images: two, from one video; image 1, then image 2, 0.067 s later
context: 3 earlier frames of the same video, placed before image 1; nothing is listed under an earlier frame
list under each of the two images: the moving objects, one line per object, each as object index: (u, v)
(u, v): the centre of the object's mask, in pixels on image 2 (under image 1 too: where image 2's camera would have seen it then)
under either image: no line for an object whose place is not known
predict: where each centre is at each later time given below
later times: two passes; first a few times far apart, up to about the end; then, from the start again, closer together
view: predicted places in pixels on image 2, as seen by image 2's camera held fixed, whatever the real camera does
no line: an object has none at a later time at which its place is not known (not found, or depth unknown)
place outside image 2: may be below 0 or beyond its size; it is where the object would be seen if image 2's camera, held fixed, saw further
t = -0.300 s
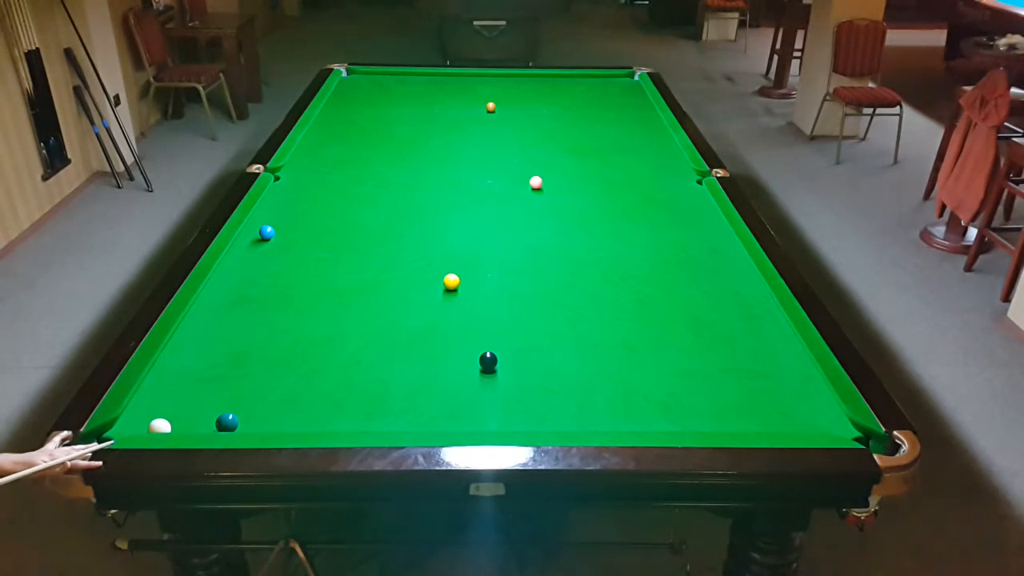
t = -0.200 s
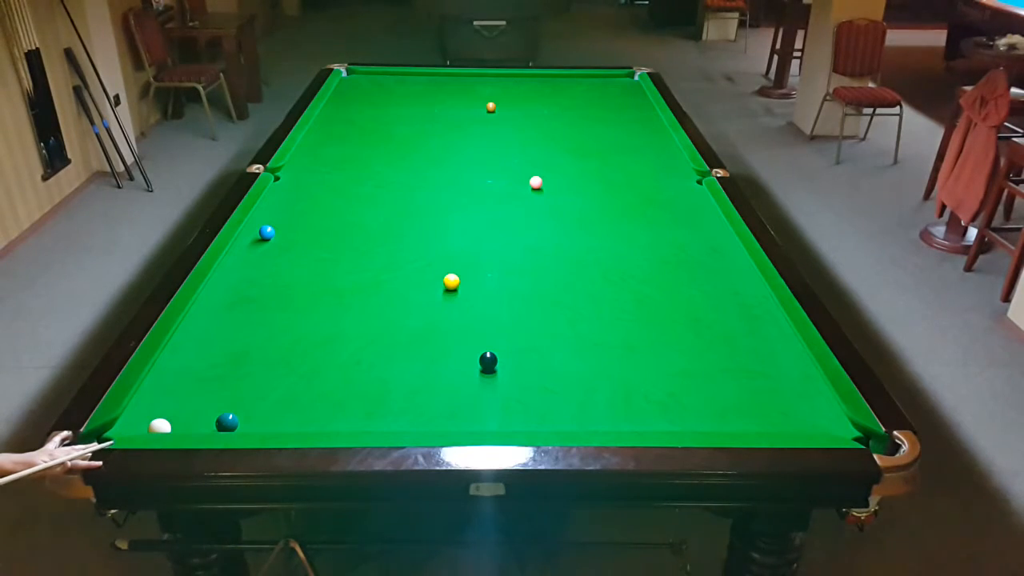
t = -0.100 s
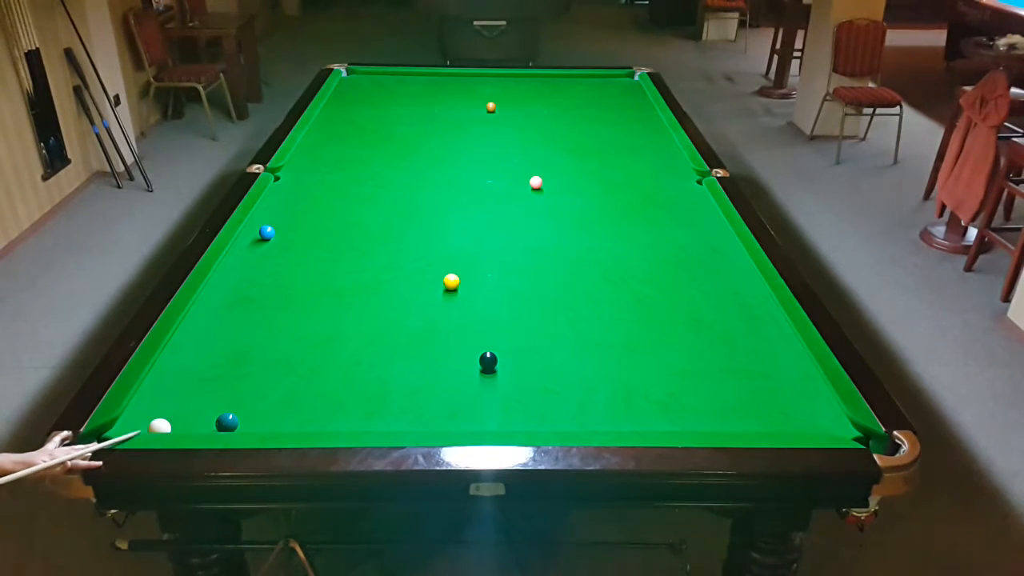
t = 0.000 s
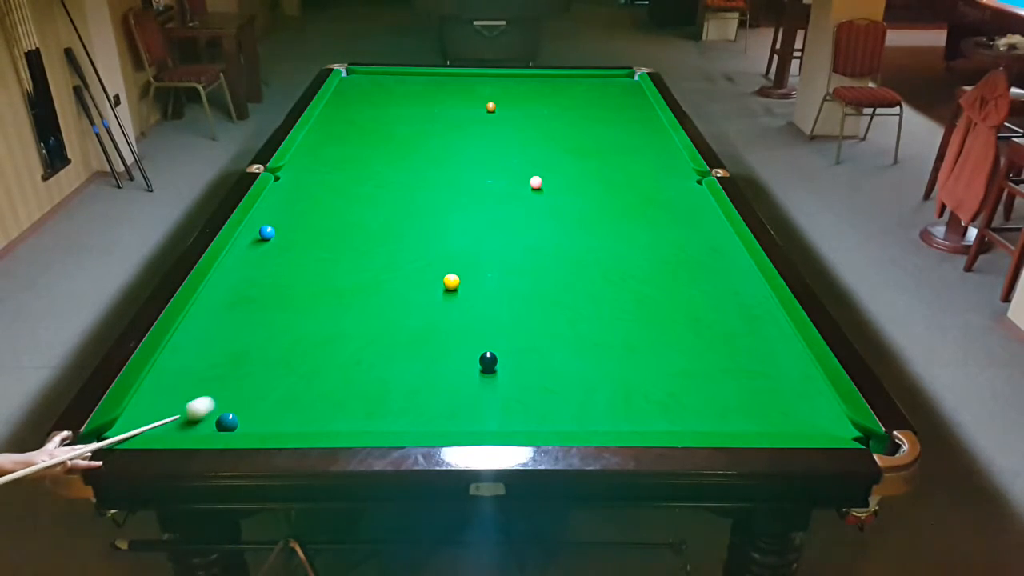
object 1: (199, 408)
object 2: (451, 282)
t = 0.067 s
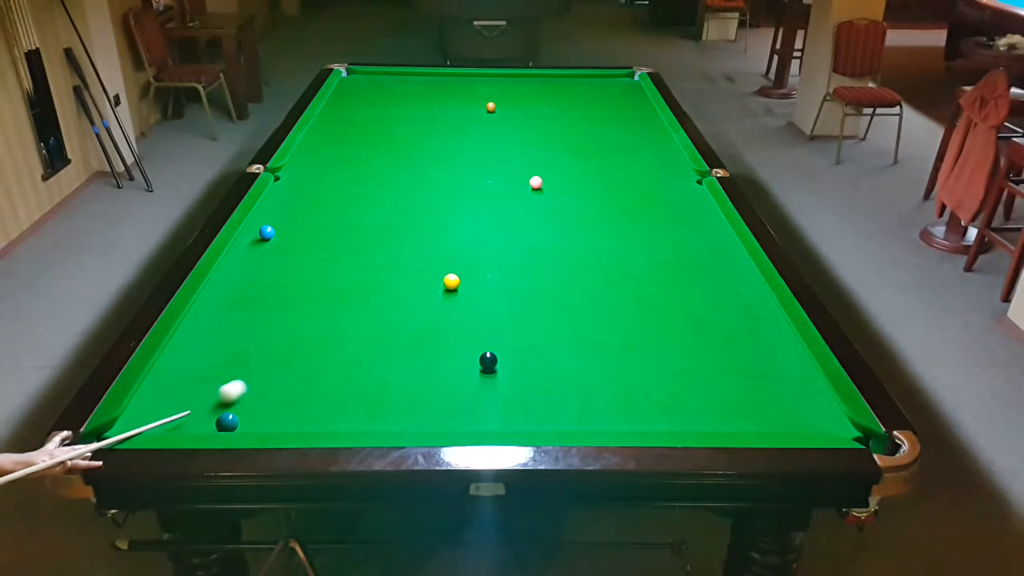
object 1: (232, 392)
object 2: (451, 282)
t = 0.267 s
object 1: (318, 348)
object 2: (451, 282)
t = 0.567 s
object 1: (419, 296)
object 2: (451, 282)
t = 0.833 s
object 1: (443, 279)
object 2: (495, 264)
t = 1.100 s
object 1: (454, 268)
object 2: (539, 246)
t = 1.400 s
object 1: (465, 258)
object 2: (583, 229)
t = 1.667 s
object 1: (474, 250)
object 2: (617, 216)
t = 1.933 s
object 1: (482, 244)
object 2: (647, 204)
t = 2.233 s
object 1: (490, 238)
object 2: (678, 192)
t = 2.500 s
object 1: (496, 234)
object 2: (691, 182)
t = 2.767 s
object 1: (501, 230)
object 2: (674, 175)
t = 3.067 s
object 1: (505, 227)
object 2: (657, 168)
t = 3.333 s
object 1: (508, 225)
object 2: (645, 163)
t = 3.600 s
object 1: (509, 224)
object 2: (635, 158)
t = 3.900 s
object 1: (509, 223)
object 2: (625, 154)
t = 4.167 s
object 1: (509, 223)
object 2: (617, 150)
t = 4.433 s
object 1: (509, 223)
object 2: (611, 147)
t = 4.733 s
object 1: (509, 223)
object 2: (605, 145)
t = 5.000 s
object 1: (509, 223)
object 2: (601, 143)
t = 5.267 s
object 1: (509, 223)
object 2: (598, 142)
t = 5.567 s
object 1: (509, 223)
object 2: (596, 142)
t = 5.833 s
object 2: (596, 142)
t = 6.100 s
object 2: (596, 142)
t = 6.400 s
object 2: (596, 142)
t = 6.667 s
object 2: (596, 142)
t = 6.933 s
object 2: (596, 142)
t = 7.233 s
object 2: (596, 142)
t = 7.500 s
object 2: (596, 142)
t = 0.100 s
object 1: (247, 384)
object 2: (451, 282)
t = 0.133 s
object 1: (263, 375)
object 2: (451, 282)
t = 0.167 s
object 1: (277, 368)
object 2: (451, 282)
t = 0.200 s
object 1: (291, 361)
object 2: (451, 282)
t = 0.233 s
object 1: (305, 354)
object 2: (451, 282)
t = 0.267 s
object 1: (318, 348)
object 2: (451, 282)
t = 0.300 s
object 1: (331, 342)
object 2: (451, 282)
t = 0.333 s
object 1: (343, 335)
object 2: (451, 282)
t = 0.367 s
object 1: (355, 329)
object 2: (451, 282)
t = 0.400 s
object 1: (367, 323)
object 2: (451, 282)
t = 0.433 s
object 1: (378, 317)
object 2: (451, 282)
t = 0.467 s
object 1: (389, 312)
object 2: (451, 282)
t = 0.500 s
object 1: (399, 306)
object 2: (451, 282)
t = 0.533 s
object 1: (409, 301)
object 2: (451, 282)
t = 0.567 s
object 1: (419, 296)
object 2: (451, 282)
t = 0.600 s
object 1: (429, 291)
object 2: (451, 282)
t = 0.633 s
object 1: (437, 287)
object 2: (453, 281)
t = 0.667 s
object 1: (438, 286)
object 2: (460, 277)
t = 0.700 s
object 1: (438, 285)
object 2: (469, 274)
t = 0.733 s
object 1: (439, 284)
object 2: (476, 271)
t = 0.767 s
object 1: (440, 282)
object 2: (483, 268)
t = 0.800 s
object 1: (442, 281)
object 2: (489, 266)
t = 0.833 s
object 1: (443, 279)
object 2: (495, 264)
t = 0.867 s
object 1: (444, 278)
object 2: (501, 261)
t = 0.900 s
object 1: (446, 276)
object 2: (507, 259)
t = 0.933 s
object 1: (447, 275)
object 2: (512, 257)
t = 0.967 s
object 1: (449, 274)
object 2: (518, 255)
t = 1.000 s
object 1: (450, 272)
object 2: (523, 253)
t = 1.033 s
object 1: (452, 271)
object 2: (529, 251)
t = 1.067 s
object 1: (453, 270)
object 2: (534, 248)
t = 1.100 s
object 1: (454, 268)
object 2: (539, 246)
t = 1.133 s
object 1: (455, 267)
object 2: (544, 244)
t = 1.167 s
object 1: (457, 266)
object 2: (549, 242)
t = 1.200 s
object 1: (458, 265)
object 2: (554, 240)
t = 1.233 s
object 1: (459, 264)
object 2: (559, 238)
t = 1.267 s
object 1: (460, 262)
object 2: (564, 236)
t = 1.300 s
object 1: (462, 261)
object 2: (569, 235)
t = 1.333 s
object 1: (463, 260)
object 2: (573, 233)
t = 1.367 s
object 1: (464, 259)
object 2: (578, 231)
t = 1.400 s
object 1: (465, 258)
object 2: (583, 229)
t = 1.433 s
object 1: (466, 257)
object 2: (587, 227)
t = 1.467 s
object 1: (467, 256)
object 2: (591, 226)
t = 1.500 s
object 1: (469, 255)
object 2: (595, 224)
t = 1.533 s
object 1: (470, 254)
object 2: (600, 222)
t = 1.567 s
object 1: (471, 253)
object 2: (604, 220)
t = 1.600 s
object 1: (472, 252)
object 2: (608, 219)
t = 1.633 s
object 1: (473, 251)
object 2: (612, 217)
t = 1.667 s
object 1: (474, 250)
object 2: (617, 216)
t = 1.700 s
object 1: (475, 249)
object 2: (620, 214)
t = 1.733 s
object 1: (476, 248)
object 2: (624, 212)
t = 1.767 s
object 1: (477, 248)
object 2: (628, 211)
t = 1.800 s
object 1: (478, 247)
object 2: (632, 210)
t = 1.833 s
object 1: (479, 246)
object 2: (636, 208)
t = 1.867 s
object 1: (480, 245)
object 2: (640, 206)
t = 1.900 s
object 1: (481, 245)
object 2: (643, 205)
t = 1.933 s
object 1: (482, 244)
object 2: (647, 204)
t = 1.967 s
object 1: (483, 243)
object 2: (651, 202)
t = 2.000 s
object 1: (484, 242)
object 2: (654, 201)
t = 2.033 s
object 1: (485, 242)
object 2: (658, 199)
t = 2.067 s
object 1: (486, 241)
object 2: (661, 198)
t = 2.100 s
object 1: (487, 240)
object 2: (665, 197)
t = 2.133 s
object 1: (487, 240)
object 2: (668, 195)
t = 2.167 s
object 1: (488, 239)
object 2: (671, 194)
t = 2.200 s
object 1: (489, 238)
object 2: (674, 193)
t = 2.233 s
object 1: (490, 238)
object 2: (678, 192)
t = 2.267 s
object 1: (491, 237)
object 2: (681, 190)
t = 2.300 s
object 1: (492, 237)
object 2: (684, 189)
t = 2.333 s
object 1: (492, 236)
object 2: (688, 188)
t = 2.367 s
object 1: (493, 236)
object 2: (691, 187)
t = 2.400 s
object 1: (494, 235)
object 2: (694, 185)
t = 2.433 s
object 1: (495, 235)
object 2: (695, 184)
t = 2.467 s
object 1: (495, 234)
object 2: (693, 184)
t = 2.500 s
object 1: (496, 234)
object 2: (691, 182)
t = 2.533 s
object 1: (497, 233)
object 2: (689, 182)
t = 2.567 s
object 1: (497, 233)
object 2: (686, 181)
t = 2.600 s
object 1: (498, 232)
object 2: (684, 180)
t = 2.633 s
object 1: (498, 232)
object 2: (682, 179)
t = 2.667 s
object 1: (499, 231)
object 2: (680, 178)
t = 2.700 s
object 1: (500, 231)
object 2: (678, 177)
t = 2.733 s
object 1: (500, 231)
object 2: (676, 176)
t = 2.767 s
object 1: (501, 230)
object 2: (674, 175)
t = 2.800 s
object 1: (502, 230)
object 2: (672, 175)
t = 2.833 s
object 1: (502, 230)
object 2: (670, 174)
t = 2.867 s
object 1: (503, 229)
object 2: (668, 173)
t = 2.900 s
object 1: (503, 229)
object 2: (666, 172)
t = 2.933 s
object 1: (504, 229)
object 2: (665, 171)
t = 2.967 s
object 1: (504, 228)
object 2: (663, 171)
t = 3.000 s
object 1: (504, 228)
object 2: (661, 170)
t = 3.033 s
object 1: (505, 227)
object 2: (659, 169)
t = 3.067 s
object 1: (505, 227)
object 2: (657, 168)
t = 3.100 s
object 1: (505, 227)
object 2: (656, 168)
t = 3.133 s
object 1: (506, 227)
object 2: (654, 167)
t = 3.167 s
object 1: (506, 226)
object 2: (653, 166)
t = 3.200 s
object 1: (506, 226)
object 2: (651, 165)
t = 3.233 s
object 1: (507, 226)
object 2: (649, 165)
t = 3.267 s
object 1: (507, 226)
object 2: (648, 164)
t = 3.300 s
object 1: (507, 226)
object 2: (647, 163)
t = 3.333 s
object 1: (508, 225)
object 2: (645, 163)
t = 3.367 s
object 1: (508, 225)
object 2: (644, 162)
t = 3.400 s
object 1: (508, 225)
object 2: (642, 162)
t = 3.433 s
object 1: (508, 225)
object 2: (641, 161)
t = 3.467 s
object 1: (508, 224)
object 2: (640, 160)
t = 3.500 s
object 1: (509, 224)
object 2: (638, 160)
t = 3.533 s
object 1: (509, 224)
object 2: (637, 159)
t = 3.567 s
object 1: (509, 224)
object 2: (636, 159)
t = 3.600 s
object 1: (509, 224)
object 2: (635, 158)
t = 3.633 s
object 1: (509, 224)
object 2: (633, 157)
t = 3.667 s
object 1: (509, 224)
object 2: (632, 157)
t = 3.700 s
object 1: (509, 223)
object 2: (631, 156)
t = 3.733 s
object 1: (509, 223)
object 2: (630, 156)
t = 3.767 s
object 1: (509, 223)
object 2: (629, 155)
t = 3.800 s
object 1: (509, 223)
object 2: (628, 155)
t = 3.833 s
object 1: (509, 223)
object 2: (627, 154)
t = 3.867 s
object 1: (509, 223)
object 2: (626, 154)
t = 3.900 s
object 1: (509, 223)
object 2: (625, 154)
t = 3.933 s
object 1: (509, 223)
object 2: (623, 153)
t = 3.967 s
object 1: (509, 223)
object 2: (622, 153)
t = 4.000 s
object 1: (509, 223)
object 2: (621, 152)
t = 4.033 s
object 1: (509, 223)
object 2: (621, 152)
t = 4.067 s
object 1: (509, 223)
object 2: (620, 151)
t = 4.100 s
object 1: (509, 223)
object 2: (619, 151)
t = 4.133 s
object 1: (509, 223)
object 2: (618, 150)
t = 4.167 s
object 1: (509, 223)
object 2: (617, 150)
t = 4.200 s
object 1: (509, 223)
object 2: (616, 150)
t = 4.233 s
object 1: (509, 223)
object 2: (615, 149)
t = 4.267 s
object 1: (509, 223)
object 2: (615, 149)
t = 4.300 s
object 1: (509, 223)
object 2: (614, 149)
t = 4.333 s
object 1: (509, 223)
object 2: (613, 148)
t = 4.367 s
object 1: (509, 223)
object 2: (612, 148)
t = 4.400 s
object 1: (509, 223)
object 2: (611, 148)
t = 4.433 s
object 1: (509, 223)
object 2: (611, 147)
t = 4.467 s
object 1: (509, 223)
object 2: (610, 147)
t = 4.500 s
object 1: (509, 223)
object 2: (609, 147)
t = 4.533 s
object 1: (509, 223)
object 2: (608, 146)
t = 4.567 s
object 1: (509, 223)
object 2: (608, 146)
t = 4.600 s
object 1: (509, 223)
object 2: (607, 146)
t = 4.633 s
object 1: (509, 223)
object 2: (607, 146)
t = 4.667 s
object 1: (509, 223)
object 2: (606, 145)
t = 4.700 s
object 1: (509, 223)
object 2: (605, 145)
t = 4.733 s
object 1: (509, 223)
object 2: (605, 145)
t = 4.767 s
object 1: (509, 223)
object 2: (604, 145)
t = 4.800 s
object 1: (509, 223)
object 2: (604, 145)
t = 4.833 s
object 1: (509, 223)
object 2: (603, 144)
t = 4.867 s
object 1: (509, 223)
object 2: (603, 144)
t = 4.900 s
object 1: (509, 223)
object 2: (602, 144)
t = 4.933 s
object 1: (509, 223)
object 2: (602, 144)
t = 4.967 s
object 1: (509, 223)
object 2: (601, 144)
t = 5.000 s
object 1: (509, 223)
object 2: (601, 143)
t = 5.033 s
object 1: (509, 223)
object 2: (600, 143)
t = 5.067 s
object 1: (509, 223)
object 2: (600, 143)
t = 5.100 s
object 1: (509, 223)
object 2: (600, 143)
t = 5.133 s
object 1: (509, 223)
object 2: (599, 143)
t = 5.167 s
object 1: (509, 223)
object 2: (599, 143)
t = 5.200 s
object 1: (509, 223)
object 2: (599, 142)
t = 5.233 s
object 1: (509, 223)
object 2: (598, 142)
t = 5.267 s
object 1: (509, 223)
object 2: (598, 142)
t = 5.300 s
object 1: (509, 223)
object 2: (598, 142)
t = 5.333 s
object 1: (509, 223)
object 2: (598, 142)
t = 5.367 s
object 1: (509, 223)
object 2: (597, 142)
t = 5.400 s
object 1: (509, 223)
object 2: (597, 142)
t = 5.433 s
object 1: (509, 223)
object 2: (597, 142)
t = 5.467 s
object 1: (509, 223)
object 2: (597, 142)
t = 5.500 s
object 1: (509, 223)
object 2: (597, 142)
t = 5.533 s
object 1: (509, 223)
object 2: (597, 142)
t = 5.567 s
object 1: (509, 223)
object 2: (596, 142)
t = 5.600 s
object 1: (509, 223)
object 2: (596, 142)
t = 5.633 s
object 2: (596, 142)
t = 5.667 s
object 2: (596, 142)
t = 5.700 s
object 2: (596, 142)
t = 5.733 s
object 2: (596, 142)
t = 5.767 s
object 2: (596, 142)
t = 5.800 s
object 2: (596, 142)
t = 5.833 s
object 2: (596, 142)
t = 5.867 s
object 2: (596, 142)
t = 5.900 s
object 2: (596, 142)
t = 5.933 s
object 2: (596, 142)
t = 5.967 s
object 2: (596, 142)
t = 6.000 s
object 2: (596, 142)
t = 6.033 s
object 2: (596, 142)
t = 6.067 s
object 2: (596, 142)
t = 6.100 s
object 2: (596, 142)
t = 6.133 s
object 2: (594, 141)
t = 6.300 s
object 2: (599, 141)
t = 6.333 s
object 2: (596, 142)
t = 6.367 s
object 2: (596, 142)
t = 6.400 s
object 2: (596, 142)
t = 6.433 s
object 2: (596, 142)
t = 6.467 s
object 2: (596, 142)
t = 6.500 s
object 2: (596, 142)
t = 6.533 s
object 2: (596, 142)
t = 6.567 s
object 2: (596, 142)
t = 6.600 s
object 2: (596, 142)
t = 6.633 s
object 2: (596, 142)
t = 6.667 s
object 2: (596, 142)
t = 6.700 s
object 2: (596, 142)
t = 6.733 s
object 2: (596, 142)
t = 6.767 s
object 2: (596, 142)
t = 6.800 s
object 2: (597, 142)
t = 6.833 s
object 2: (596, 142)
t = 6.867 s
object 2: (596, 142)
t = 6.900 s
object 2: (596, 142)
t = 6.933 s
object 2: (596, 142)
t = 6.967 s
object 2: (596, 142)
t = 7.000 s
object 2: (596, 142)
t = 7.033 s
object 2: (596, 142)
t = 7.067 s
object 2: (596, 142)
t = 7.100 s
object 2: (596, 142)
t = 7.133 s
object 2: (596, 142)
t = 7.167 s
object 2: (596, 142)
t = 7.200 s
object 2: (596, 142)
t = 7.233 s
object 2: (596, 142)
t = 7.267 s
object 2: (596, 142)
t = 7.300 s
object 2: (596, 142)
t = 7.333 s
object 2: (596, 142)
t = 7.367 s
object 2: (596, 142)
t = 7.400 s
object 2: (596, 142)
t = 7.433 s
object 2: (596, 142)
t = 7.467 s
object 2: (596, 142)
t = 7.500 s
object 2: (596, 142)
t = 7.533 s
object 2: (596, 142)
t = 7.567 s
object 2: (596, 142)
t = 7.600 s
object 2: (596, 142)
